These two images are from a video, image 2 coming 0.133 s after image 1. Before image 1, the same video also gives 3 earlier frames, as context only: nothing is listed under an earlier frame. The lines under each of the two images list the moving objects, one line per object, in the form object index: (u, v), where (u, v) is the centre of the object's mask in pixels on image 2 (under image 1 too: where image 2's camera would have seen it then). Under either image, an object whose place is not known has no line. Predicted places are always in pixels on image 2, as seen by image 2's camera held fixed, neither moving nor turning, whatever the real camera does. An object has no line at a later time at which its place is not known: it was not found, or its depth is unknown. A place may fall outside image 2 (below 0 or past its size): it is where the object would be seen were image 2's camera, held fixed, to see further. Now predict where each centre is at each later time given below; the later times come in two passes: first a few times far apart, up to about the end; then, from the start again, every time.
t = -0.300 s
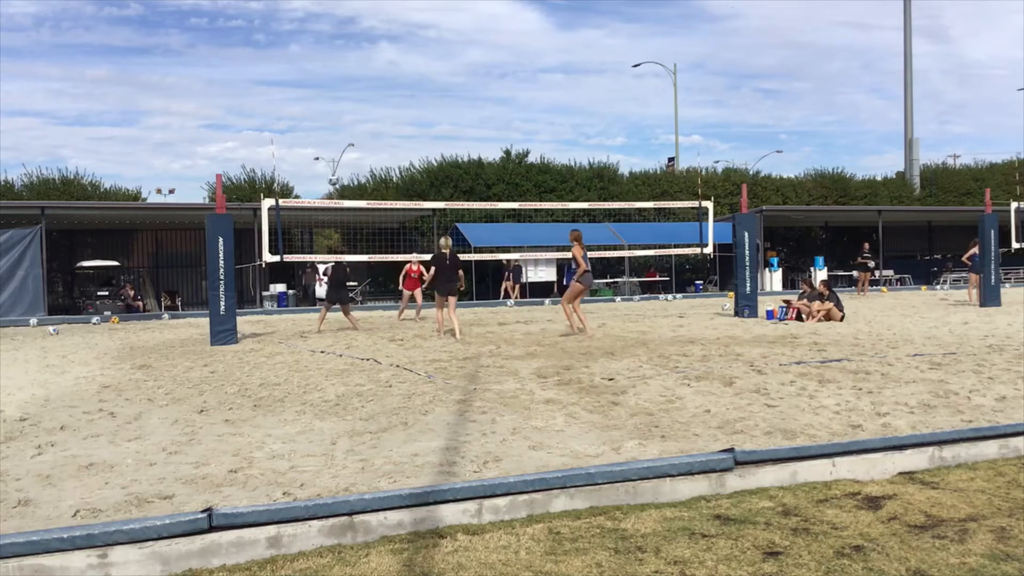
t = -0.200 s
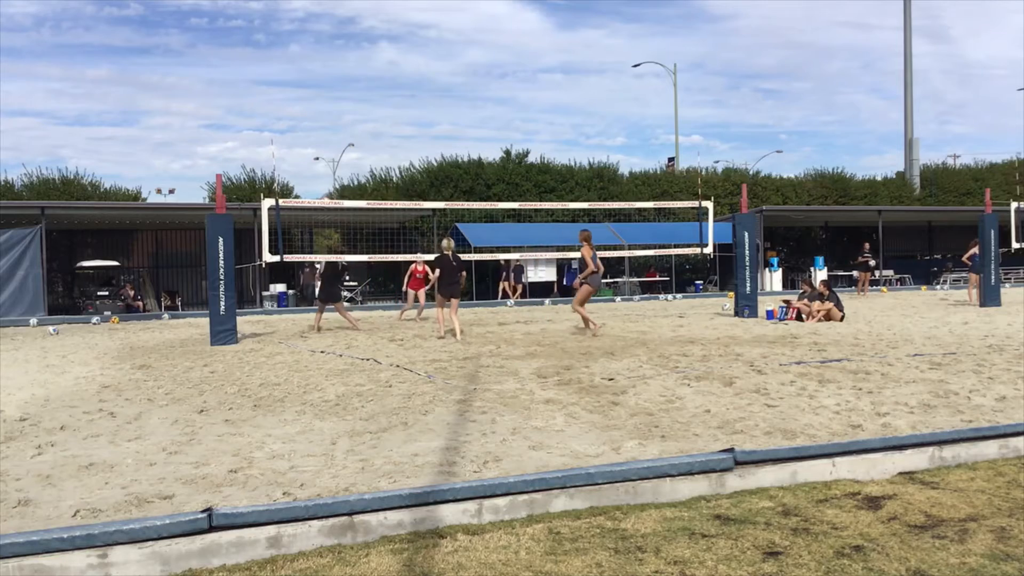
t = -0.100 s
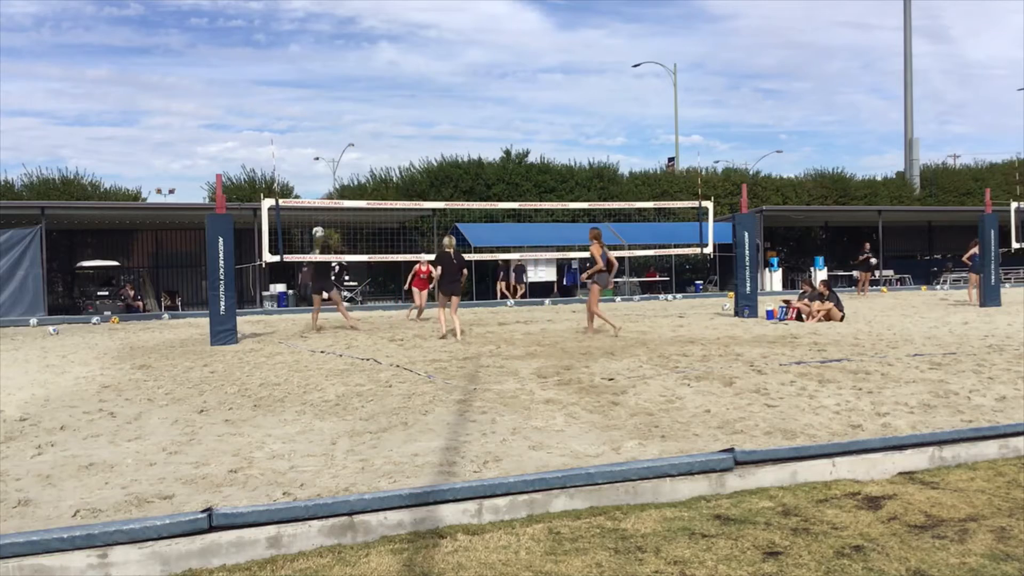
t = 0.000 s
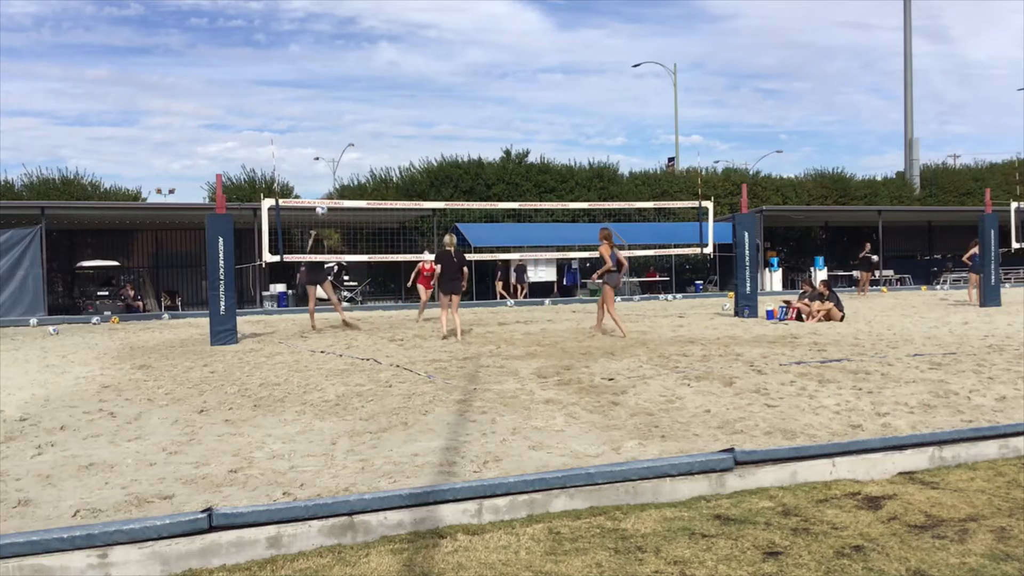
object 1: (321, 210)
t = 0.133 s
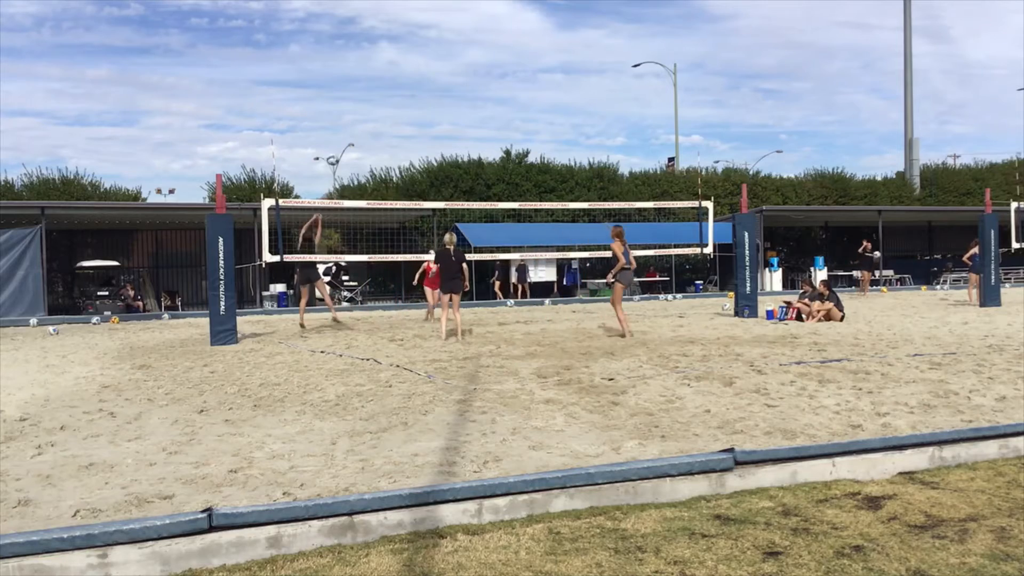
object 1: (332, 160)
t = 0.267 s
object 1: (344, 118)
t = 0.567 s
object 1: (372, 62)
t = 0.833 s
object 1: (397, 53)
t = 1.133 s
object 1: (427, 88)
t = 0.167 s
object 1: (335, 148)
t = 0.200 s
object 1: (338, 138)
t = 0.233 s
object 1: (341, 128)
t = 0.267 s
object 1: (344, 118)
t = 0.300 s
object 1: (347, 110)
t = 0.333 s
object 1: (350, 102)
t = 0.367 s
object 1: (353, 94)
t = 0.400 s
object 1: (356, 87)
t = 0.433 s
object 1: (359, 81)
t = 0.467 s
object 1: (362, 76)
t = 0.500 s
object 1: (365, 70)
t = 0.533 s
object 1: (368, 66)
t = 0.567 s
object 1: (372, 62)
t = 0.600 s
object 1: (375, 59)
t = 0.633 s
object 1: (378, 56)
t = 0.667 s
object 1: (381, 55)
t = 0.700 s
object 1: (384, 53)
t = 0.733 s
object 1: (388, 52)
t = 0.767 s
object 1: (391, 52)
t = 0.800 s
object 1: (394, 53)
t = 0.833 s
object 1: (397, 53)
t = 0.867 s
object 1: (400, 55)
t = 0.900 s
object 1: (404, 57)
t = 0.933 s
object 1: (407, 59)
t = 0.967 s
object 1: (411, 63)
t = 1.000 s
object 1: (414, 67)
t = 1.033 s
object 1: (417, 71)
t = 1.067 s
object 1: (420, 76)
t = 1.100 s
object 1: (424, 82)
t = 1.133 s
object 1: (427, 88)
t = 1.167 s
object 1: (430, 94)
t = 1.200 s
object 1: (434, 101)
